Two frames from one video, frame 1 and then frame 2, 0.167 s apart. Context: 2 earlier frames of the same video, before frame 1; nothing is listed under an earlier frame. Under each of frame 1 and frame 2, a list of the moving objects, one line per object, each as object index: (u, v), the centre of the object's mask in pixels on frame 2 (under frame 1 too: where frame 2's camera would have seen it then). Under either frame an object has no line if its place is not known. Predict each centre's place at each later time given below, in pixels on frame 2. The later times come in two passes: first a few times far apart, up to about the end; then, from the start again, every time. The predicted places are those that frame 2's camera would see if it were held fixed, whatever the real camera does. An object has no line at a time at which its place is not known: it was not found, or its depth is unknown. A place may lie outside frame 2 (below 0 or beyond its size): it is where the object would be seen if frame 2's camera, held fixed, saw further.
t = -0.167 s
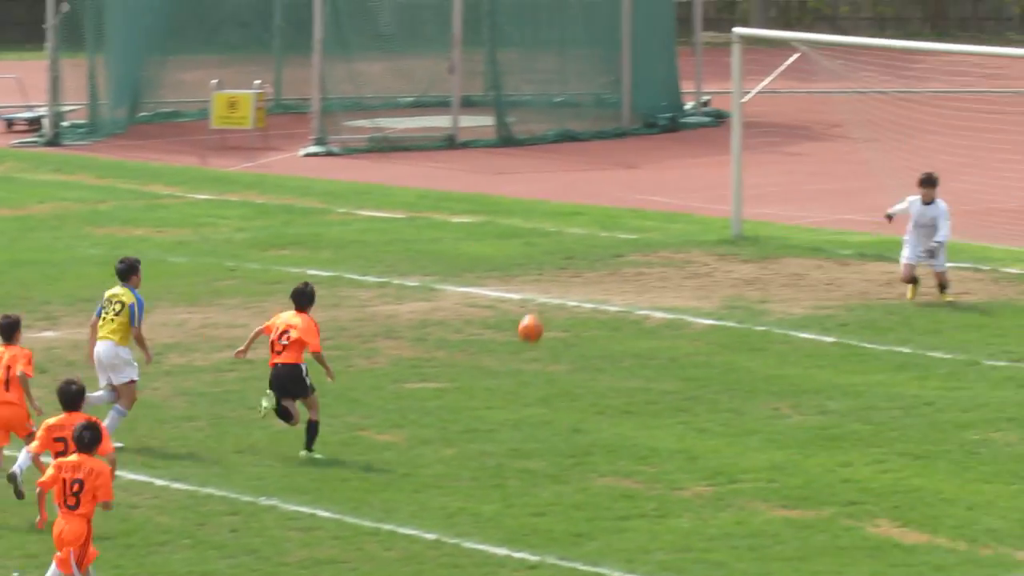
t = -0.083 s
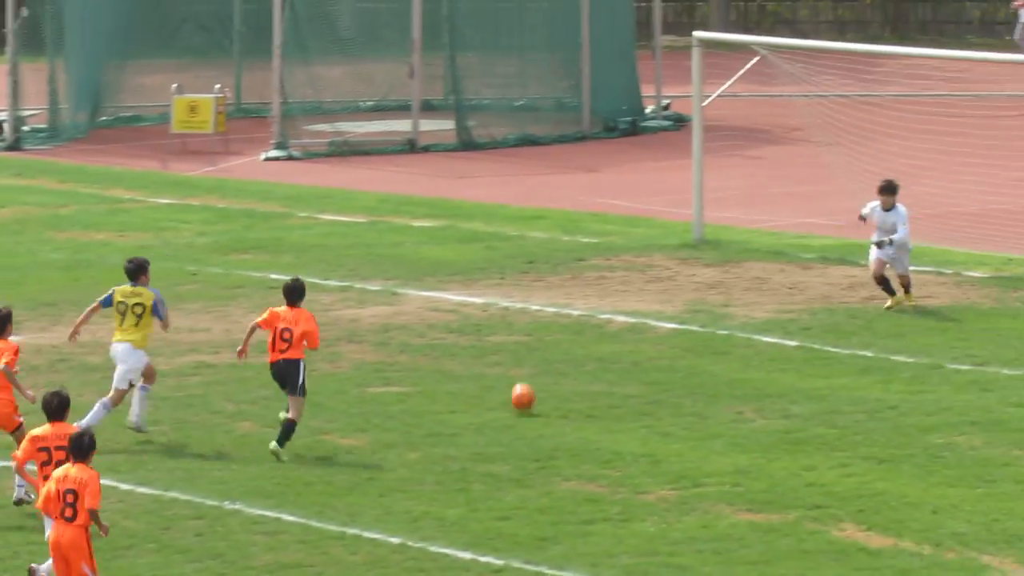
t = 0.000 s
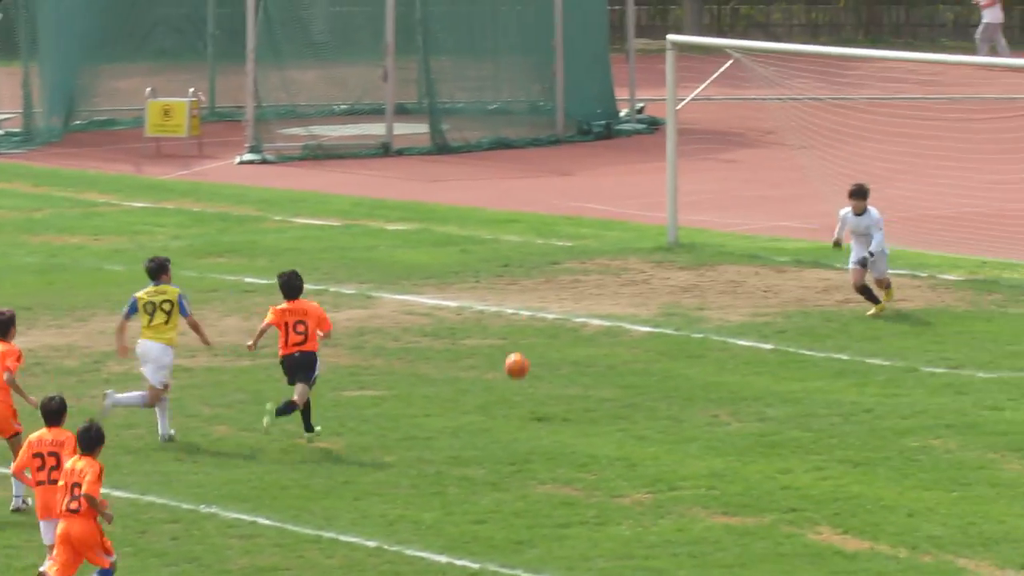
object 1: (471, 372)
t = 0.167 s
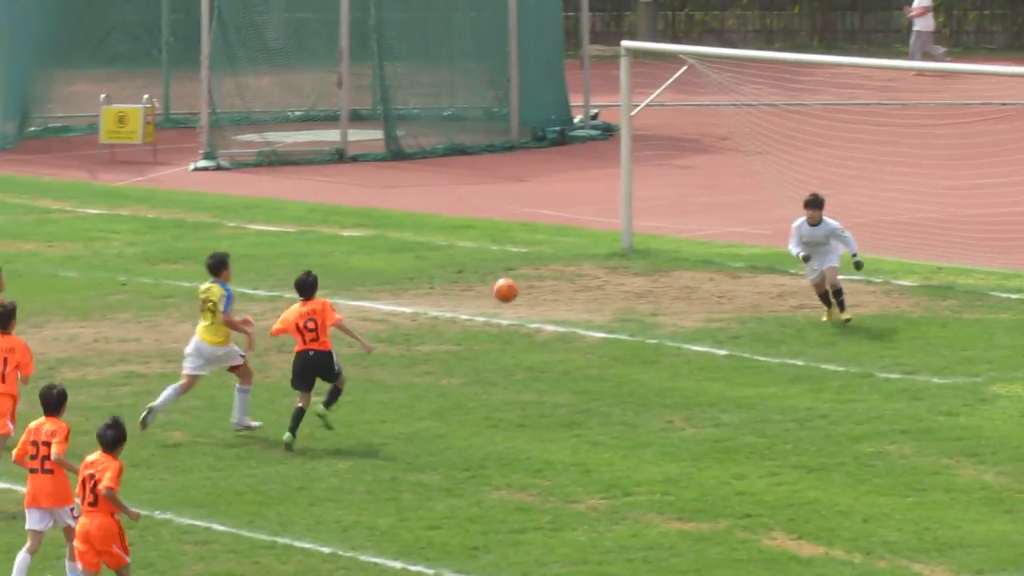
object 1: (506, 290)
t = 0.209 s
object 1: (514, 274)
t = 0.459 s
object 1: (565, 223)
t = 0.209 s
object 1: (514, 274)
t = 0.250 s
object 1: (523, 261)
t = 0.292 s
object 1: (531, 250)
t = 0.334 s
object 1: (540, 240)
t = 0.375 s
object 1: (548, 232)
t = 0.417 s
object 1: (557, 227)
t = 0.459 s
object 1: (565, 223)
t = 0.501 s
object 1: (574, 221)
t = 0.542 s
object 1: (582, 221)
